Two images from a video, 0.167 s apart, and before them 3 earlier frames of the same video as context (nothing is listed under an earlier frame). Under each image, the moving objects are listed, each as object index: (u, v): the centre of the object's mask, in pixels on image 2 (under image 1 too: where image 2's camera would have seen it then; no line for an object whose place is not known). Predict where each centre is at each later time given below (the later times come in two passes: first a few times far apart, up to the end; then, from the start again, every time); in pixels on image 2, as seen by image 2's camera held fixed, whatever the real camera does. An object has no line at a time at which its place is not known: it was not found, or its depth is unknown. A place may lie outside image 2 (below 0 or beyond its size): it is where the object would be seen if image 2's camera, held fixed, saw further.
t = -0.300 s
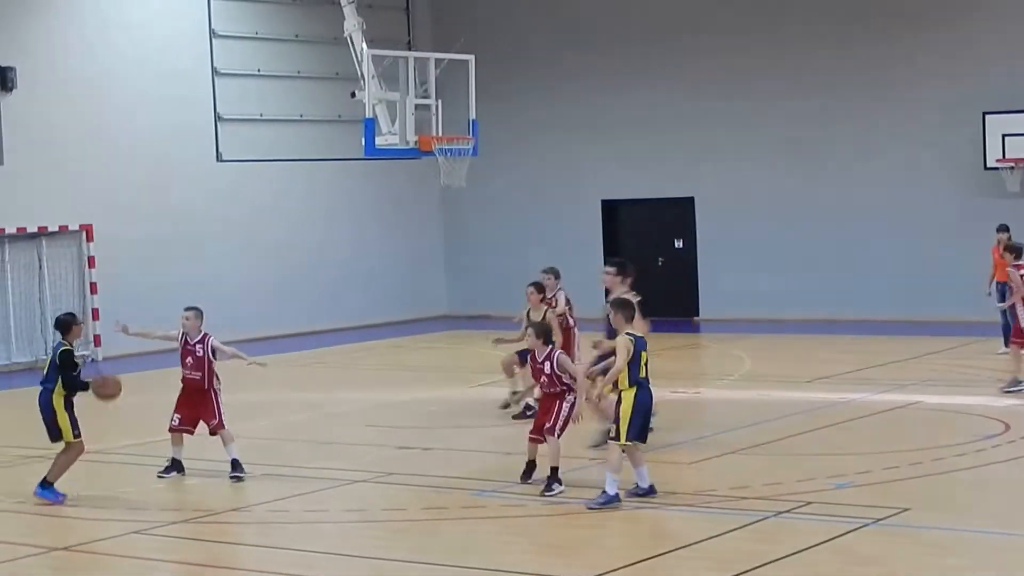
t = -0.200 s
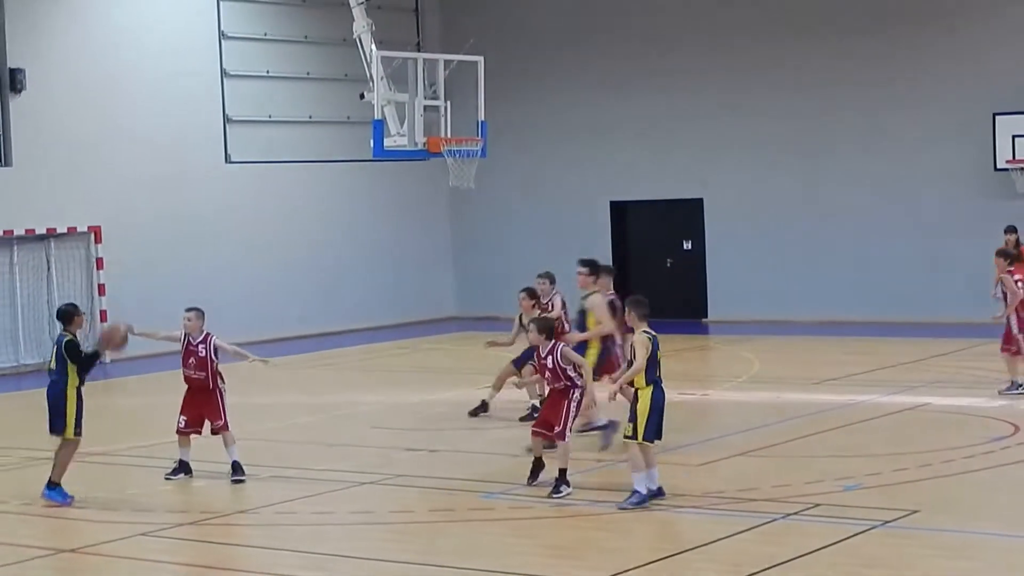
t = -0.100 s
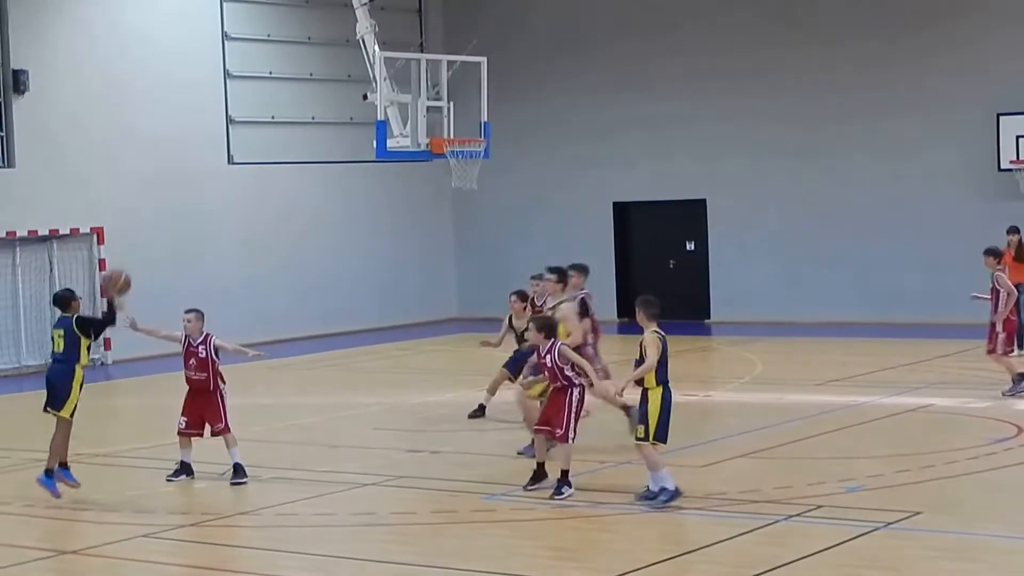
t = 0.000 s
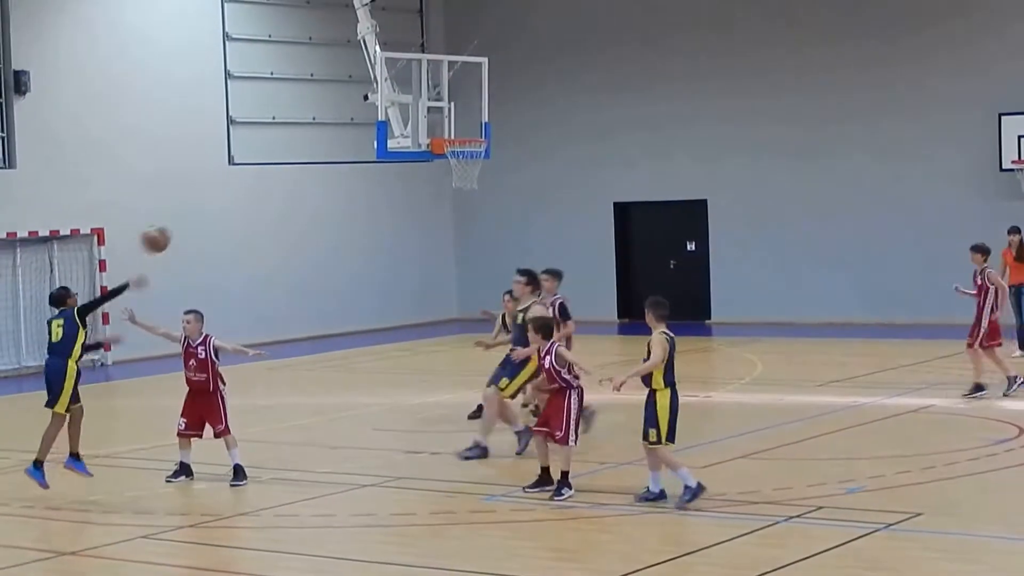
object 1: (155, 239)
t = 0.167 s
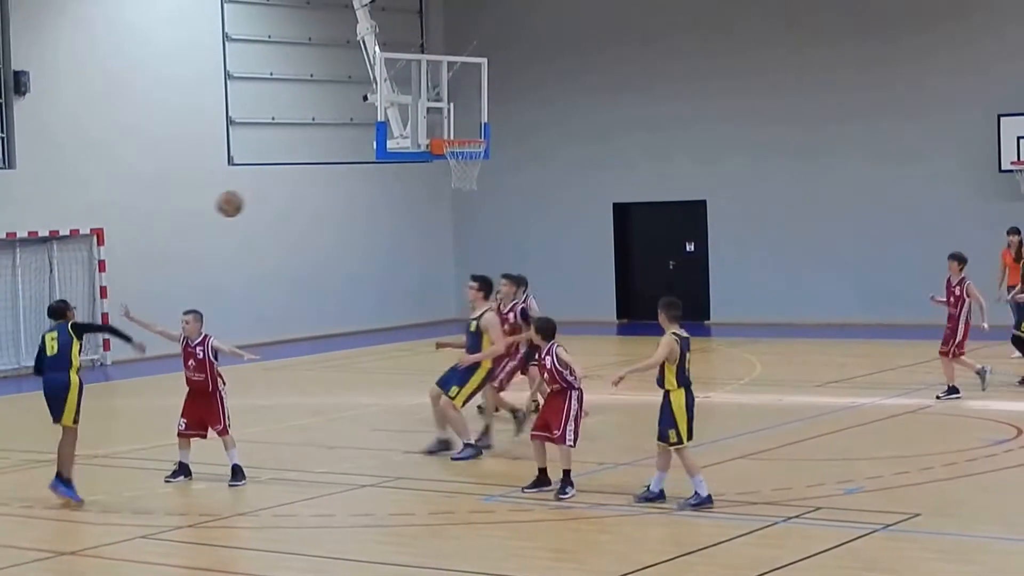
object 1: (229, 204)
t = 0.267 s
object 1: (271, 198)
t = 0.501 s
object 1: (357, 222)
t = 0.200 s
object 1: (243, 200)
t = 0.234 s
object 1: (258, 199)
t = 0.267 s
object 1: (271, 198)
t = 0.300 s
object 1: (284, 198)
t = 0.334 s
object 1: (296, 200)
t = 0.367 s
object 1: (309, 202)
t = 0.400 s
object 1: (321, 206)
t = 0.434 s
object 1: (333, 210)
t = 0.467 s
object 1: (346, 216)
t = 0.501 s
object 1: (357, 222)
